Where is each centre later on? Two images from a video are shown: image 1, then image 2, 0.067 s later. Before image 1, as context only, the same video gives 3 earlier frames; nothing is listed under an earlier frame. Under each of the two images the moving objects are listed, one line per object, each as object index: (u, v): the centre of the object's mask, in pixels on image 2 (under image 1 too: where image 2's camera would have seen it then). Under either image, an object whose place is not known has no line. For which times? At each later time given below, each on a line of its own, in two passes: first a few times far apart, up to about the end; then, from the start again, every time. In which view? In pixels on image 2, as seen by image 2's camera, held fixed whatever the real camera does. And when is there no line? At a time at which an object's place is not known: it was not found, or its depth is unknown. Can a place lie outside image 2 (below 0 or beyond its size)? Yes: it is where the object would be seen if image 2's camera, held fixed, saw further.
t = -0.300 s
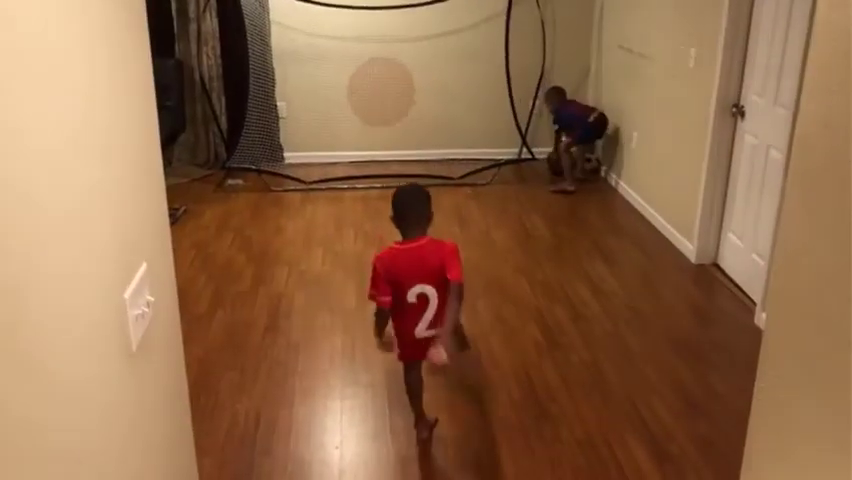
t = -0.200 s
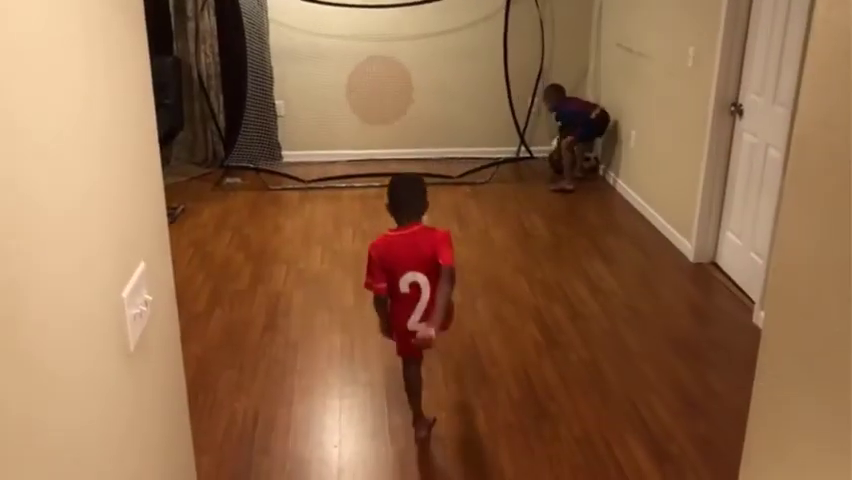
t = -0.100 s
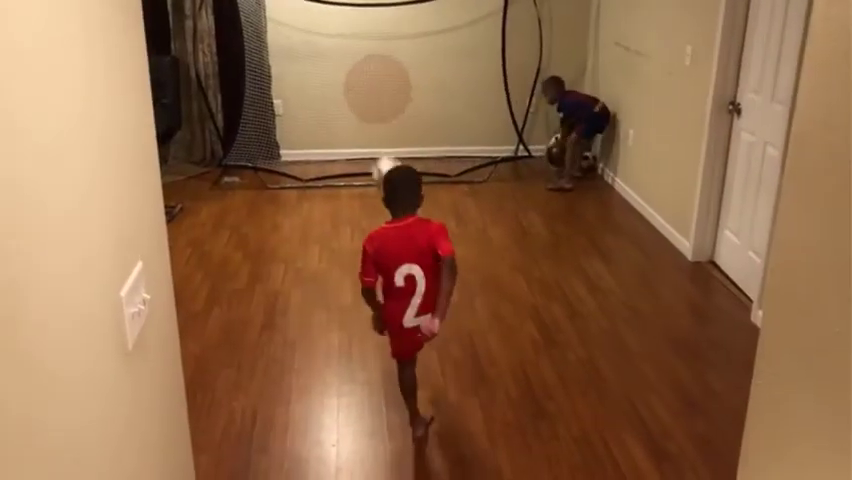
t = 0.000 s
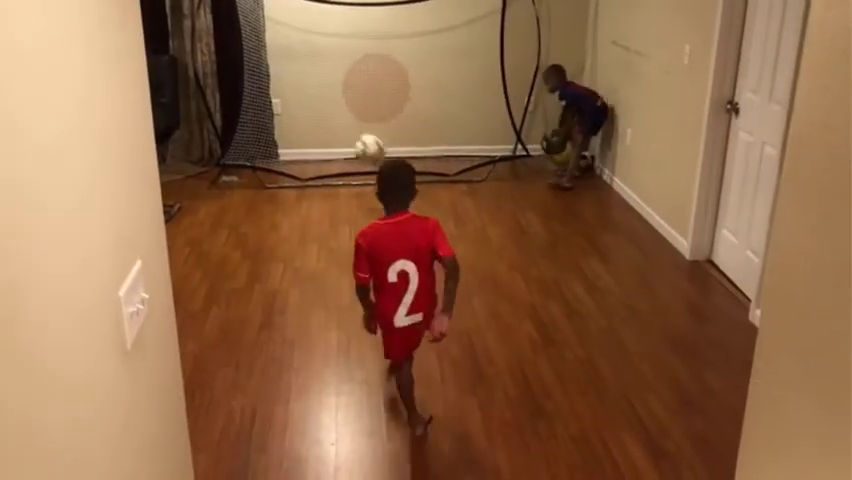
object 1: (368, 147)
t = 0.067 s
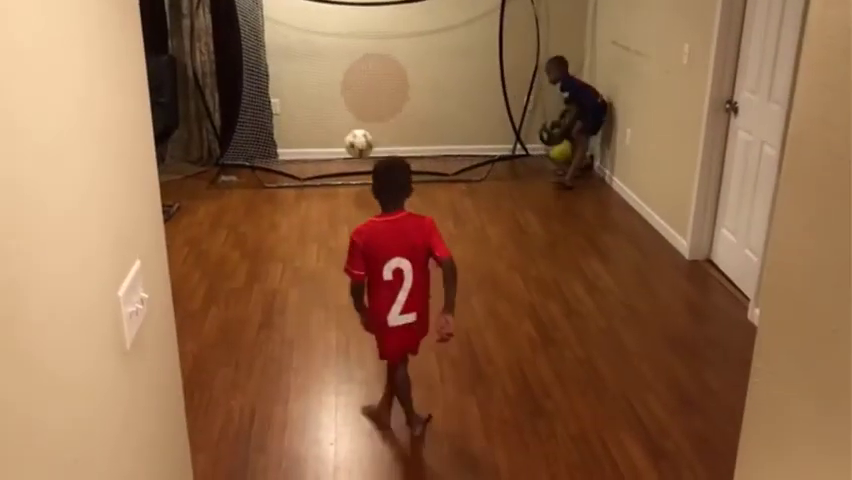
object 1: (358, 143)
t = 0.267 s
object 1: (346, 133)
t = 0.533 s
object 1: (357, 93)
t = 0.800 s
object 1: (376, 159)
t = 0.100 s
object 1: (354, 143)
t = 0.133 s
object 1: (350, 144)
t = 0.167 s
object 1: (349, 145)
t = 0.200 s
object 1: (347, 145)
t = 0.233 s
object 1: (346, 142)
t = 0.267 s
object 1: (346, 133)
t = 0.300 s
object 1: (347, 122)
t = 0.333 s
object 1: (349, 114)
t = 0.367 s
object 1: (350, 108)
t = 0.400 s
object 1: (351, 102)
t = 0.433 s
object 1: (352, 97)
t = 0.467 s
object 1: (353, 95)
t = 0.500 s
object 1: (355, 93)
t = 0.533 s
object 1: (357, 93)
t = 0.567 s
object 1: (359, 94)
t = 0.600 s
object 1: (360, 98)
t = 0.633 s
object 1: (363, 103)
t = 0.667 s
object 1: (365, 111)
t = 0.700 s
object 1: (368, 120)
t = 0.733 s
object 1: (370, 131)
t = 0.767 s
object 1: (372, 144)
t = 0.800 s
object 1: (376, 159)
